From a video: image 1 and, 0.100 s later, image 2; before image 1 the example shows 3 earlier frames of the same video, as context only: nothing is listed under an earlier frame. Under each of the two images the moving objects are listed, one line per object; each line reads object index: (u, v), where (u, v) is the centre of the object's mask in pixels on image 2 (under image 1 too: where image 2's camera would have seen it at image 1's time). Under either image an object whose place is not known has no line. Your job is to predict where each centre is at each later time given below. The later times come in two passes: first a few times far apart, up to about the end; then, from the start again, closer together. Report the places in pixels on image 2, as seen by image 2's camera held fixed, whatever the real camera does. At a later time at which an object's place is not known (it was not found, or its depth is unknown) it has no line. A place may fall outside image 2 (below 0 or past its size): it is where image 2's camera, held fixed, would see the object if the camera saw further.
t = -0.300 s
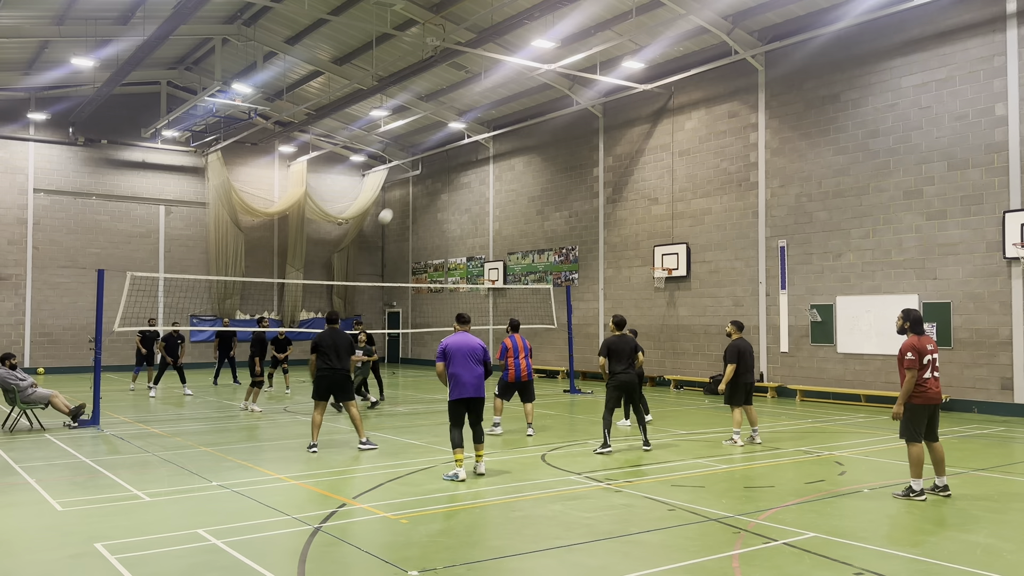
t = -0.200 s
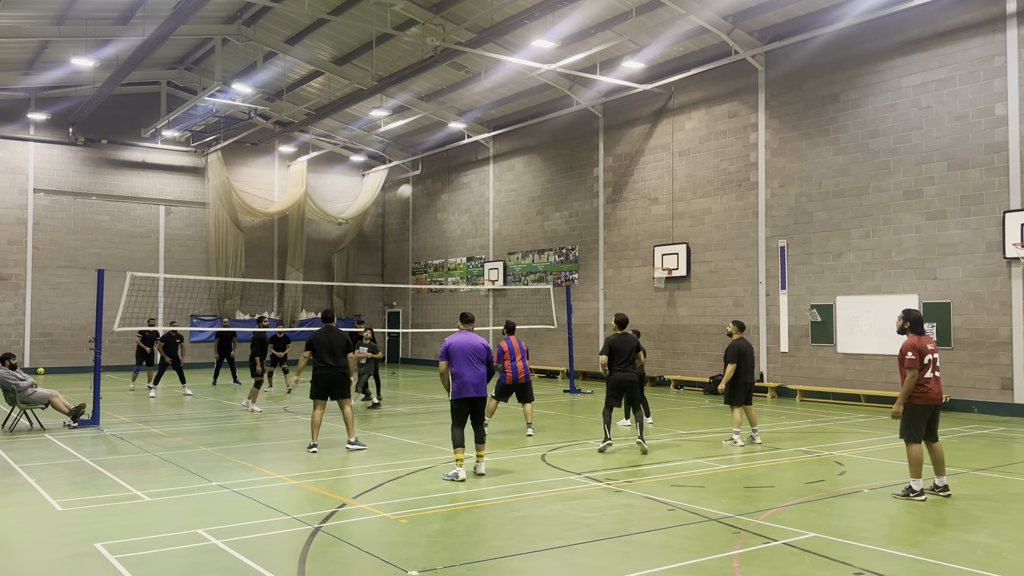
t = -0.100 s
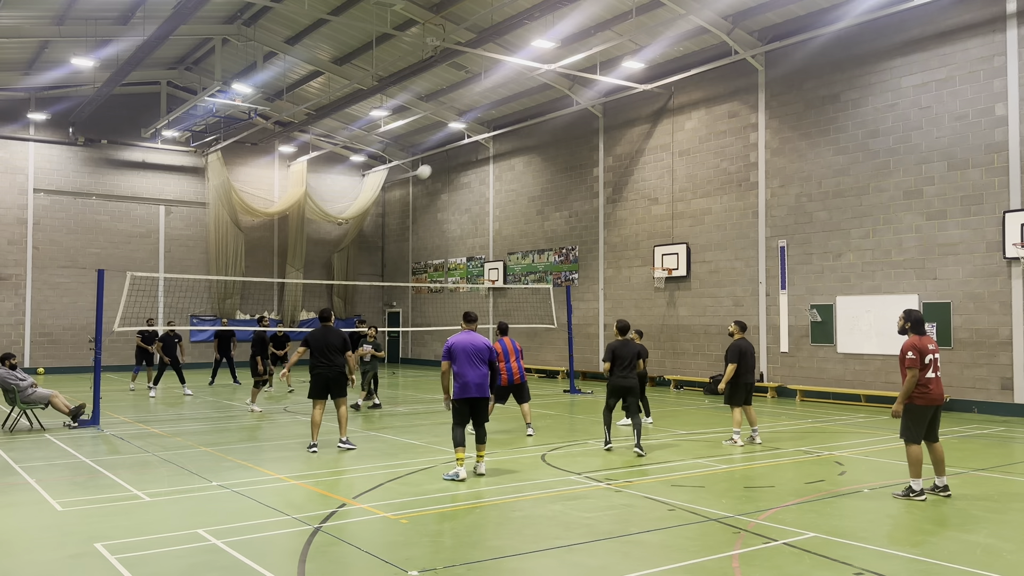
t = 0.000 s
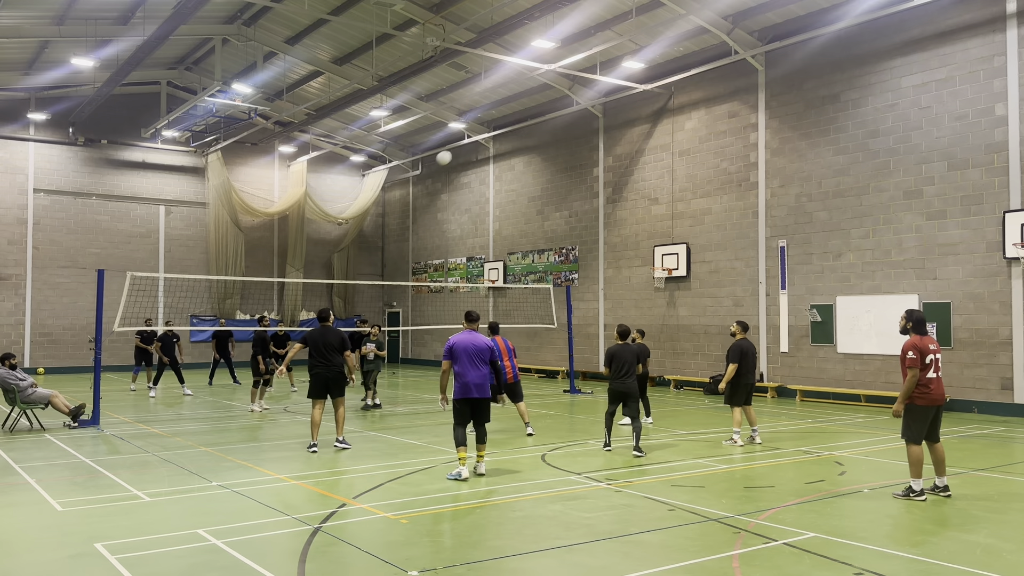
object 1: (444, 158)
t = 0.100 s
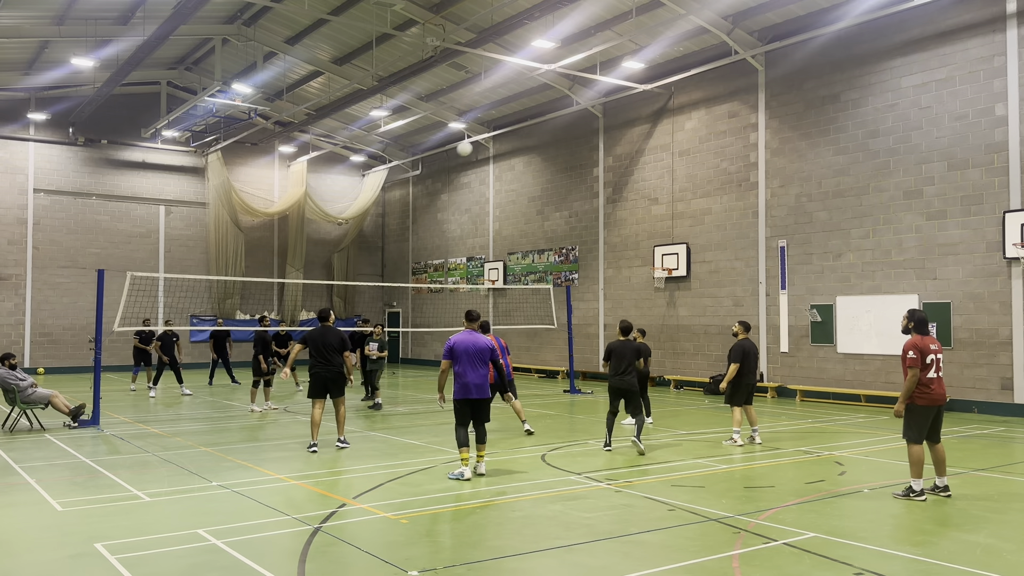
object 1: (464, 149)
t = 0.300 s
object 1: (507, 150)
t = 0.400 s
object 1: (529, 159)
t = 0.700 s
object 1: (597, 231)
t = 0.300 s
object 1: (507, 150)
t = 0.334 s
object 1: (514, 152)
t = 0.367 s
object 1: (521, 155)
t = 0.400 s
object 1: (529, 159)
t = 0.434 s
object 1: (536, 164)
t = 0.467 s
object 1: (543, 170)
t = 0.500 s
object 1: (551, 176)
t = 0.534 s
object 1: (559, 184)
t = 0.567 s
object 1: (566, 192)
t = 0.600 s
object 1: (574, 200)
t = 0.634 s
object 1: (582, 210)
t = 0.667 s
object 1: (589, 220)
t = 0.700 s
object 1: (597, 231)
